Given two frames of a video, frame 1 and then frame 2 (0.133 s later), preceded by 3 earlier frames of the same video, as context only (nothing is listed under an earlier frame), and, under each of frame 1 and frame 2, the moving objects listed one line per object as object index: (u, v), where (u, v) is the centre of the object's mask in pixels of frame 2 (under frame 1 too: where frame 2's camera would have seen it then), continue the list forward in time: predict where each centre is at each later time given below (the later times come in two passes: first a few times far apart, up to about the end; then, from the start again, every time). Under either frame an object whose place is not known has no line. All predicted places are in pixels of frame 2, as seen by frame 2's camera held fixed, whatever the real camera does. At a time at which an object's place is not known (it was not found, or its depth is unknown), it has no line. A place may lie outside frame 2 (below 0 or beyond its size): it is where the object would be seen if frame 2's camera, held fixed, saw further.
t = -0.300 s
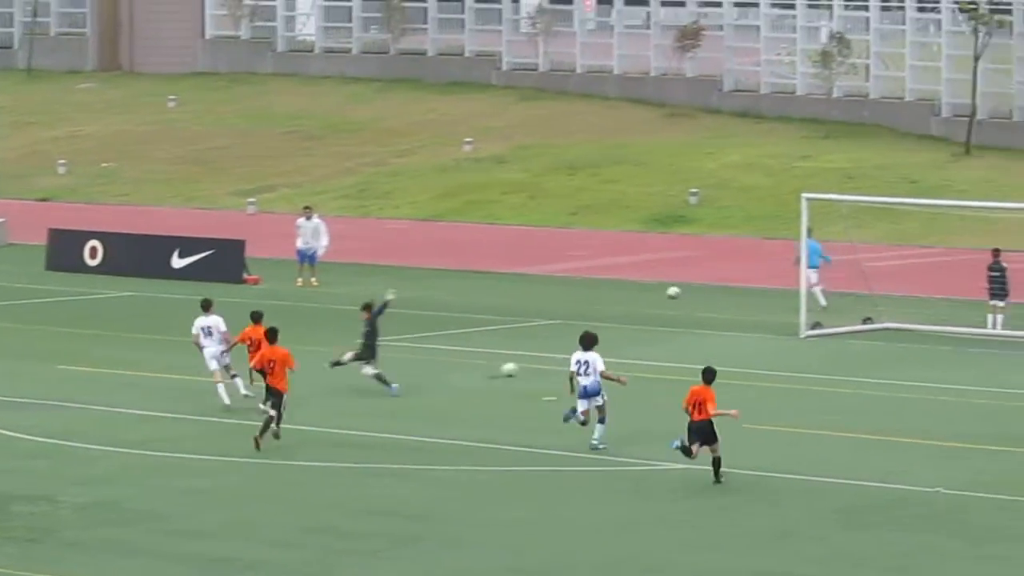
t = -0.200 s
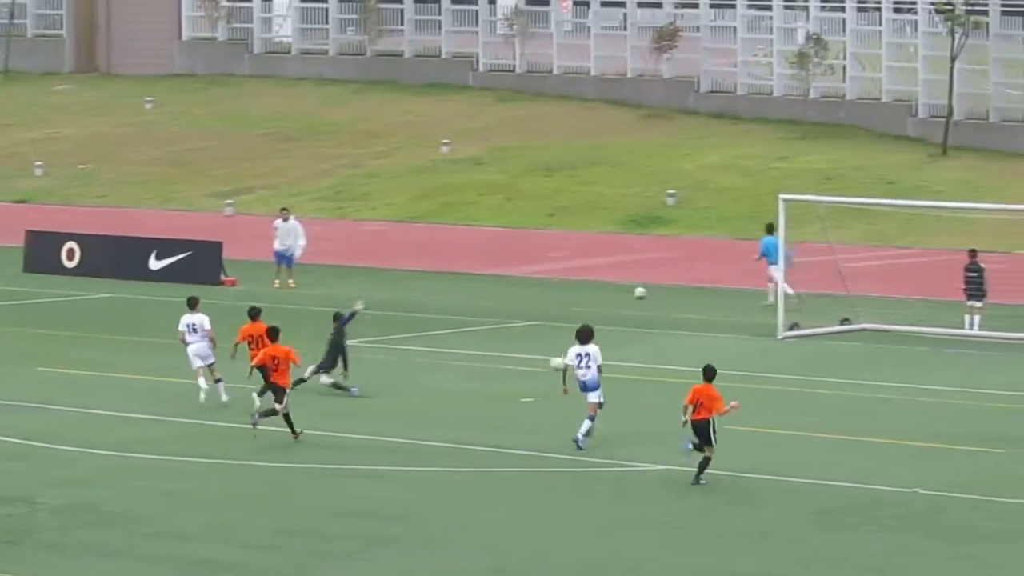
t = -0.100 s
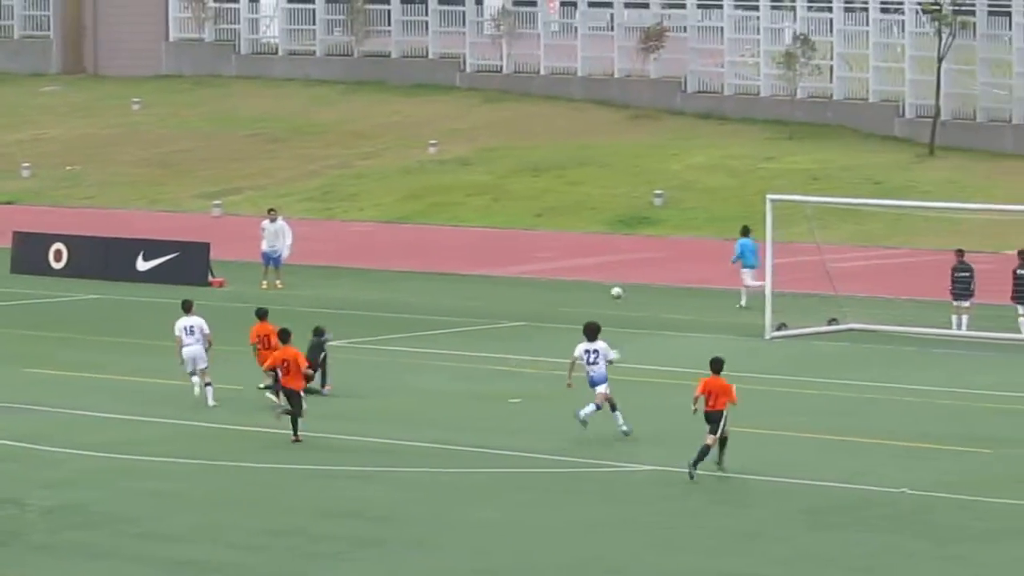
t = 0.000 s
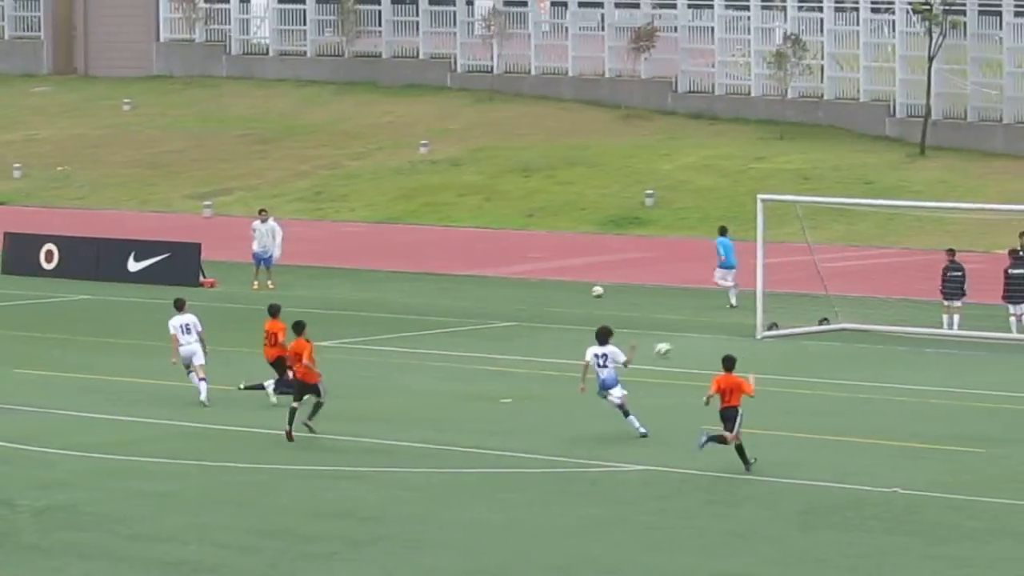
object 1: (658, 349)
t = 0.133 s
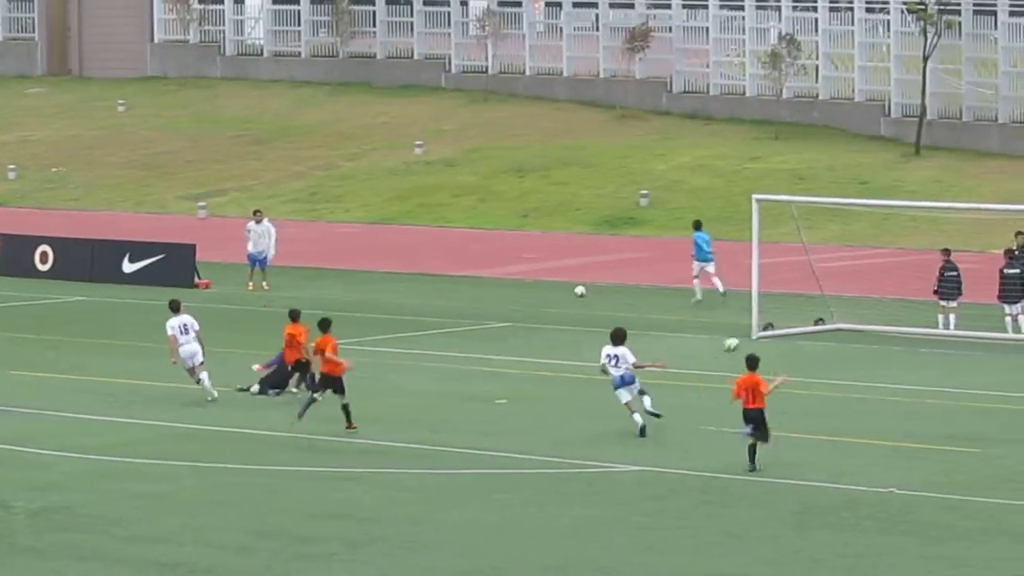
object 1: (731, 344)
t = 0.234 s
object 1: (778, 336)
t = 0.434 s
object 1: (869, 331)
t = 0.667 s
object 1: (900, 276)
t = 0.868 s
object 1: (886, 244)
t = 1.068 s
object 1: (870, 238)
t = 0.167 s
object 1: (746, 339)
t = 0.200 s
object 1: (761, 337)
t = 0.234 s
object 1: (778, 336)
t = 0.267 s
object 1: (795, 334)
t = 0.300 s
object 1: (809, 334)
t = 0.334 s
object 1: (825, 335)
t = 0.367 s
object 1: (839, 333)
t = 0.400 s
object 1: (852, 331)
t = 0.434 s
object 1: (869, 331)
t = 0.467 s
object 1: (882, 329)
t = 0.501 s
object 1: (897, 328)
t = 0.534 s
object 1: (906, 325)
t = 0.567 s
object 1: (904, 309)
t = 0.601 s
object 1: (903, 297)
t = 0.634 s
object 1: (902, 286)
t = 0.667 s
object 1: (900, 276)
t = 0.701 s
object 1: (898, 267)
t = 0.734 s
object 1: (896, 261)
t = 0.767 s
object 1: (894, 254)
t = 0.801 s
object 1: (892, 251)
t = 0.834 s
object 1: (887, 246)
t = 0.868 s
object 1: (886, 244)
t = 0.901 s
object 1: (883, 241)
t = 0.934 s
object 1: (881, 240)
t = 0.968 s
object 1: (878, 239)
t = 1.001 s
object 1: (876, 238)
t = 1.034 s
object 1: (872, 237)
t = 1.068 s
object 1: (870, 238)
